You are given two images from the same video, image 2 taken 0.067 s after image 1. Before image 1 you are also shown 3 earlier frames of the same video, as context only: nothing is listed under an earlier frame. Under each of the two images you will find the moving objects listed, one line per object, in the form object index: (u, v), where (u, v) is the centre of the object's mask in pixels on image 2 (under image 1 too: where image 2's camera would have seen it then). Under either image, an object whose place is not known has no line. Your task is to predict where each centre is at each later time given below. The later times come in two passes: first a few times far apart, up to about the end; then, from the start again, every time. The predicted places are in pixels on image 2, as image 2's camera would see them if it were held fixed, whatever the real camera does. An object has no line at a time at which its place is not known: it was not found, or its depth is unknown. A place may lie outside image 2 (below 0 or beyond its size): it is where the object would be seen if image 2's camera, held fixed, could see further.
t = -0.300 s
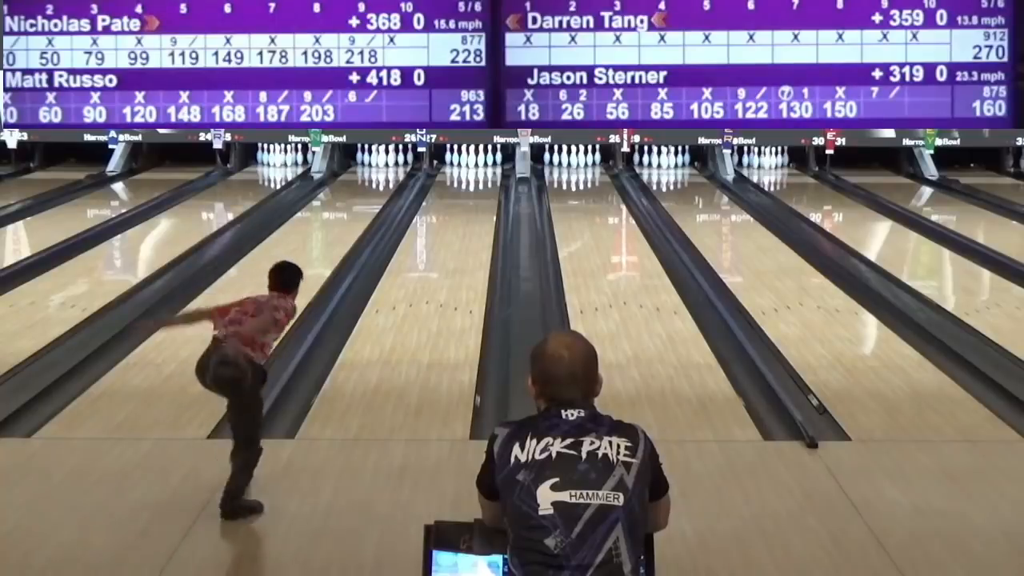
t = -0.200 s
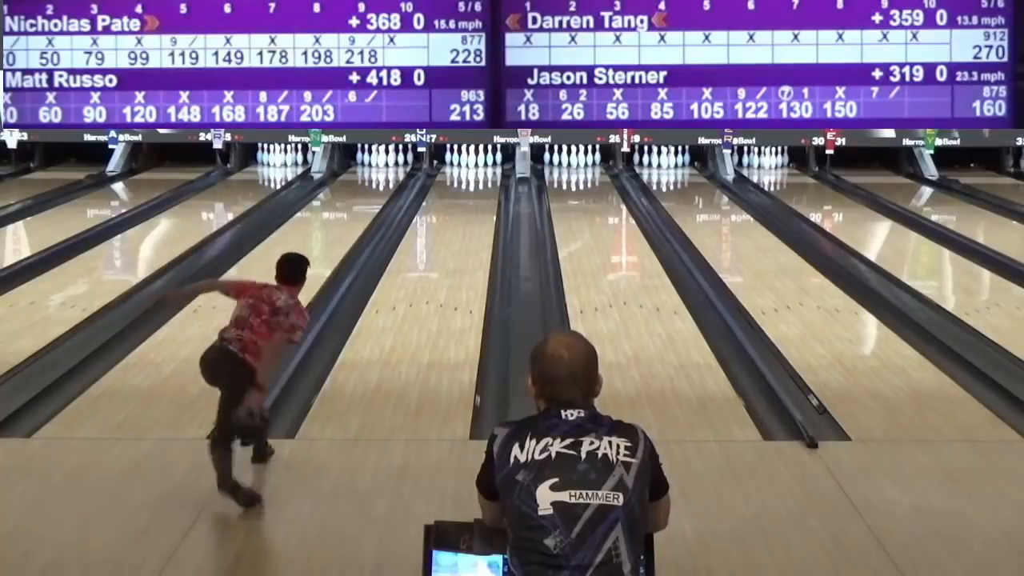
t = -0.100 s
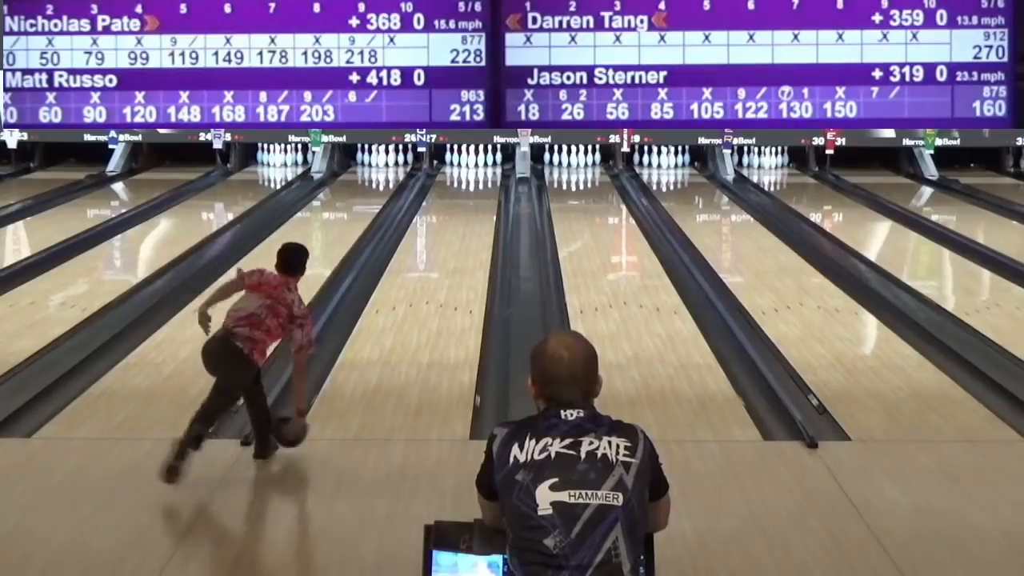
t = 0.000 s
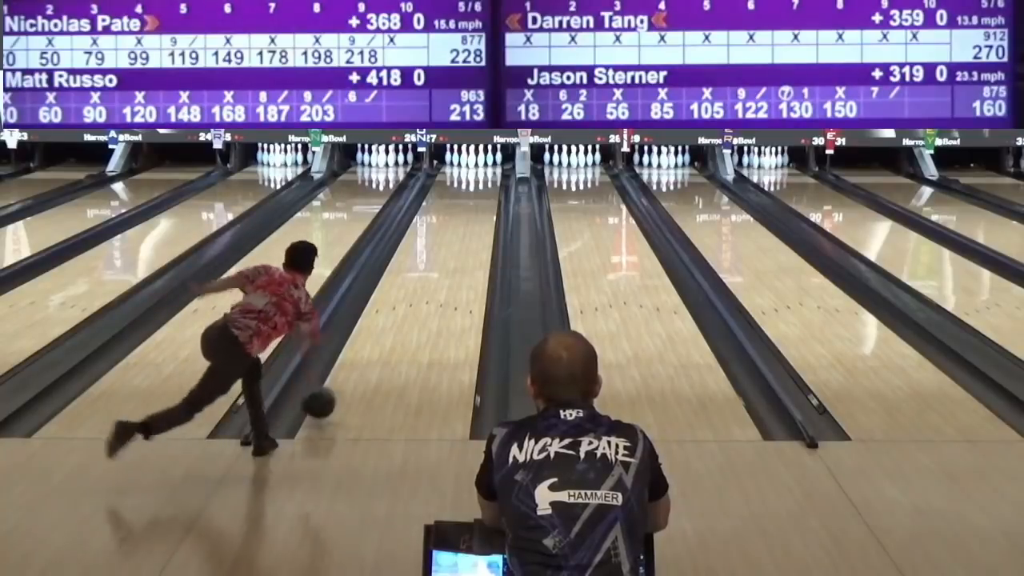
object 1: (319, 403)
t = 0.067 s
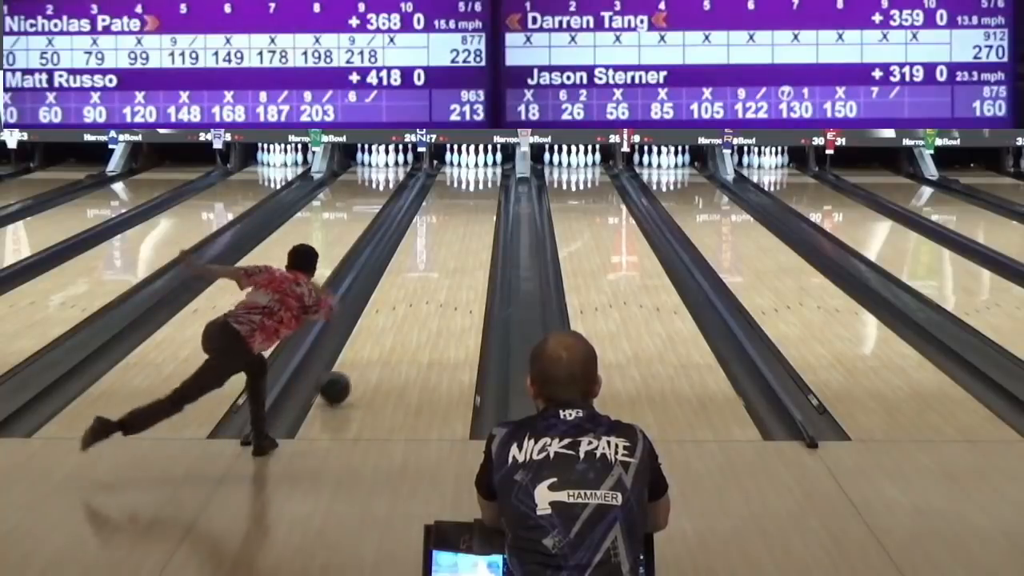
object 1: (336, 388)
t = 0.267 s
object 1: (374, 343)
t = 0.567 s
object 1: (417, 292)
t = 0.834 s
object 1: (444, 259)
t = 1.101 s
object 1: (464, 234)
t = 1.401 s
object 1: (481, 212)
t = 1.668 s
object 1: (489, 197)
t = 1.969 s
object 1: (491, 182)
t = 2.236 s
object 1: (485, 173)
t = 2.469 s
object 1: (479, 165)
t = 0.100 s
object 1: (342, 380)
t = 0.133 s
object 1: (349, 372)
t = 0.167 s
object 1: (355, 364)
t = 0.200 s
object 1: (362, 357)
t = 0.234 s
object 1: (368, 350)
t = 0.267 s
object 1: (374, 343)
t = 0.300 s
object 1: (379, 336)
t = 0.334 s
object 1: (385, 330)
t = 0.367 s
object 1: (390, 324)
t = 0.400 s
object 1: (395, 318)
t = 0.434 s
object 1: (400, 313)
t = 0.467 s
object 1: (404, 307)
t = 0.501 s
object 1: (408, 302)
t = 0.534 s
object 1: (413, 297)
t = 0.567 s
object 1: (417, 292)
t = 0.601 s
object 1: (420, 288)
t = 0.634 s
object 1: (424, 283)
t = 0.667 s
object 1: (428, 279)
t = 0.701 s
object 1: (431, 275)
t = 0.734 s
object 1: (435, 271)
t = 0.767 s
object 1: (438, 267)
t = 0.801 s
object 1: (441, 263)
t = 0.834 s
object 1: (444, 259)
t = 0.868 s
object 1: (447, 256)
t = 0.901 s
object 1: (450, 253)
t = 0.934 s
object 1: (452, 249)
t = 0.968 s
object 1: (455, 246)
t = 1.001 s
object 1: (457, 243)
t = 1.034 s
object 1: (460, 240)
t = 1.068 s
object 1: (462, 237)
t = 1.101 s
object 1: (464, 234)
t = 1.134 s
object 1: (467, 231)
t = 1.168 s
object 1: (469, 229)
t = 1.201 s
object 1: (470, 226)
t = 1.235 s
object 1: (472, 224)
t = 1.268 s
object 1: (474, 221)
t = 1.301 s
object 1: (476, 219)
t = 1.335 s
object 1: (478, 216)
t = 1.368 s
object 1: (479, 214)
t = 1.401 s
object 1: (481, 212)
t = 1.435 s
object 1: (482, 210)
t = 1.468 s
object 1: (484, 208)
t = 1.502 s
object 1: (485, 206)
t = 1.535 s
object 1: (486, 204)
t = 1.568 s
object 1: (487, 202)
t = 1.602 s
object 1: (488, 200)
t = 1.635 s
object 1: (488, 199)
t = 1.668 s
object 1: (489, 197)
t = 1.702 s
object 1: (490, 196)
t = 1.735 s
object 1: (490, 193)
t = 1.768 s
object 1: (491, 192)
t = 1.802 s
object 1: (491, 190)
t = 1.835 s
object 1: (491, 189)
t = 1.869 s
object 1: (491, 187)
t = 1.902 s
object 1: (491, 185)
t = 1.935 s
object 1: (491, 184)
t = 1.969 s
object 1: (491, 182)
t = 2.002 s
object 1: (490, 181)
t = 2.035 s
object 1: (490, 180)
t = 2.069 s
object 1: (489, 178)
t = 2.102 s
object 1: (489, 177)
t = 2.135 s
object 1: (488, 176)
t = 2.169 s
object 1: (487, 174)
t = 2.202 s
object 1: (486, 173)
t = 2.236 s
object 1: (485, 173)
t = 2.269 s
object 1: (484, 172)
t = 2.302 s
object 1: (483, 171)
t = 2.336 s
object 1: (482, 169)
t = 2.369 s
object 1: (481, 168)
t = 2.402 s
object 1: (481, 166)
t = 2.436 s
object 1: (480, 166)
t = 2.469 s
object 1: (479, 165)
